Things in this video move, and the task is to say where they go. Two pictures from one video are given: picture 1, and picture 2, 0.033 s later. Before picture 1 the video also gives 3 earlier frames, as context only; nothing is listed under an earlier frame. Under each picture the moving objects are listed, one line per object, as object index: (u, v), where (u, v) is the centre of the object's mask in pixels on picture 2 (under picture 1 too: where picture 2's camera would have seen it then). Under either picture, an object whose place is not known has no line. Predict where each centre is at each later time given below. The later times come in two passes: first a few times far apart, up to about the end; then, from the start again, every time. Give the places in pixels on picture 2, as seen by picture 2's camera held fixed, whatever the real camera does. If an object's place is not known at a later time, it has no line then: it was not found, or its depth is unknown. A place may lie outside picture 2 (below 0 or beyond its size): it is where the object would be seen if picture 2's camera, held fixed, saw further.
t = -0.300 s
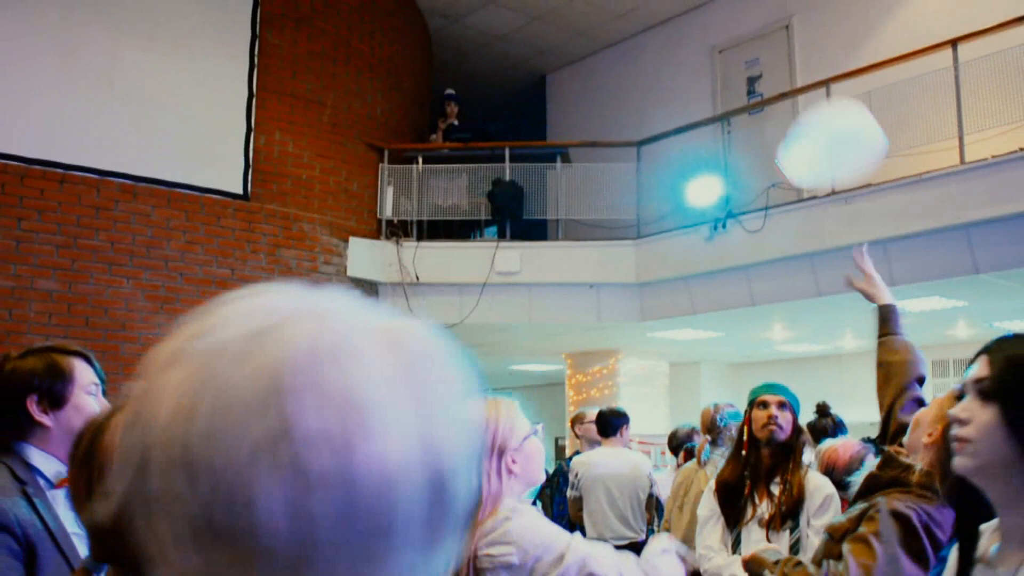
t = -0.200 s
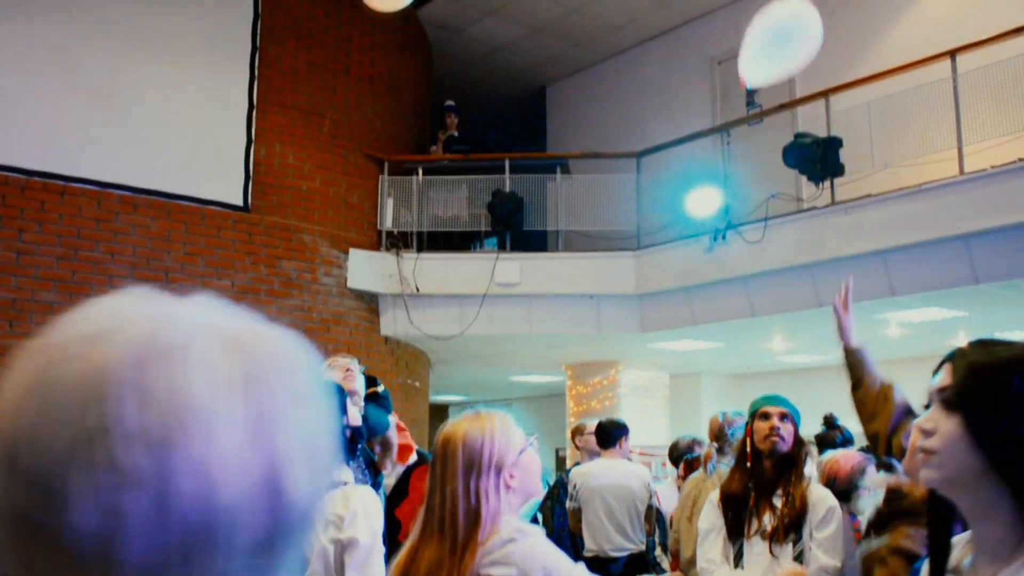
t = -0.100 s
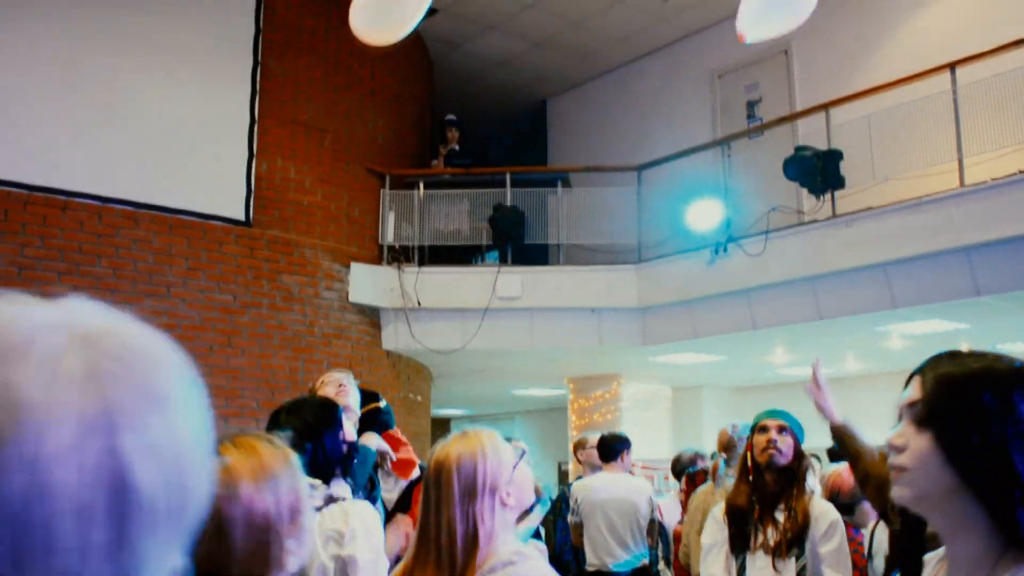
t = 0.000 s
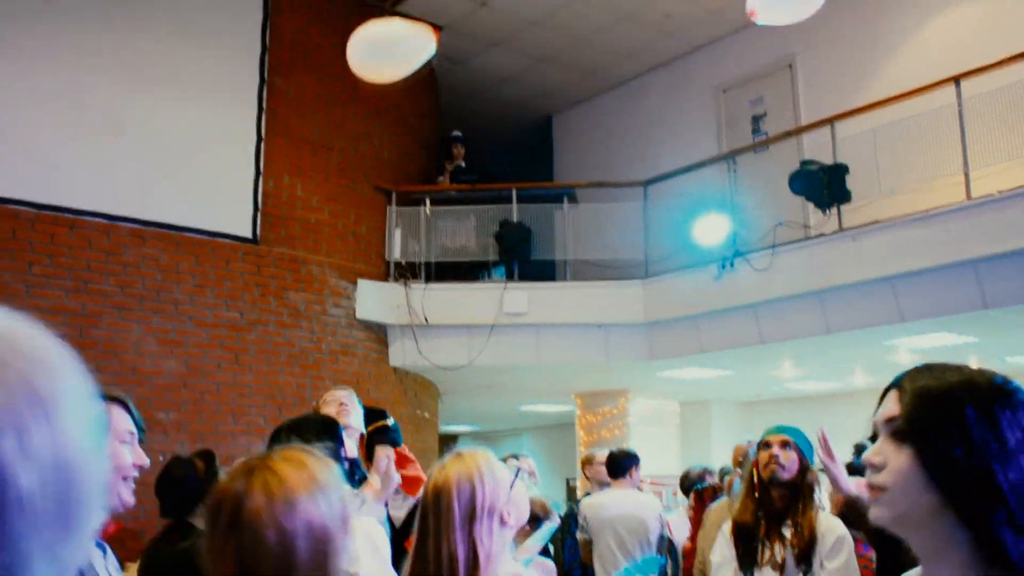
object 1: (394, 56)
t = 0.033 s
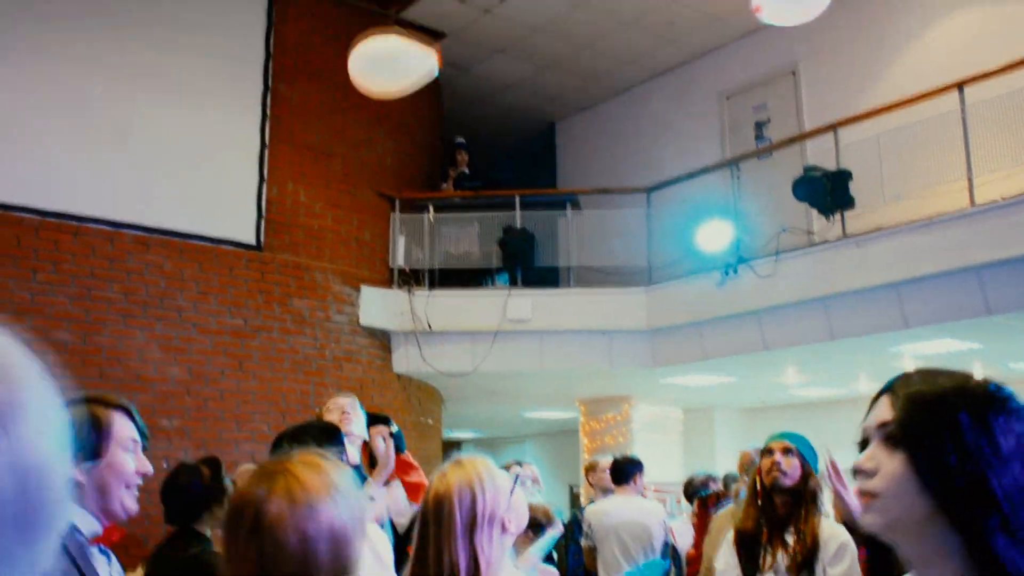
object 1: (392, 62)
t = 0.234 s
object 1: (386, 114)
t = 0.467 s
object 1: (396, 190)
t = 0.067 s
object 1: (391, 74)
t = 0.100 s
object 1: (388, 81)
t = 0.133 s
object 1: (388, 88)
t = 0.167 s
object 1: (388, 100)
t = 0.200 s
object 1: (386, 107)
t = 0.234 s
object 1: (386, 114)
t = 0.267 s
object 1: (387, 126)
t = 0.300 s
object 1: (388, 135)
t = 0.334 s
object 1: (389, 143)
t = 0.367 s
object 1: (391, 157)
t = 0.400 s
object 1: (393, 167)
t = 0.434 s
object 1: (394, 178)
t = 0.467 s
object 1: (396, 190)
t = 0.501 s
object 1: (395, 202)
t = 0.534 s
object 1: (396, 213)
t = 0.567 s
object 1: (398, 225)
